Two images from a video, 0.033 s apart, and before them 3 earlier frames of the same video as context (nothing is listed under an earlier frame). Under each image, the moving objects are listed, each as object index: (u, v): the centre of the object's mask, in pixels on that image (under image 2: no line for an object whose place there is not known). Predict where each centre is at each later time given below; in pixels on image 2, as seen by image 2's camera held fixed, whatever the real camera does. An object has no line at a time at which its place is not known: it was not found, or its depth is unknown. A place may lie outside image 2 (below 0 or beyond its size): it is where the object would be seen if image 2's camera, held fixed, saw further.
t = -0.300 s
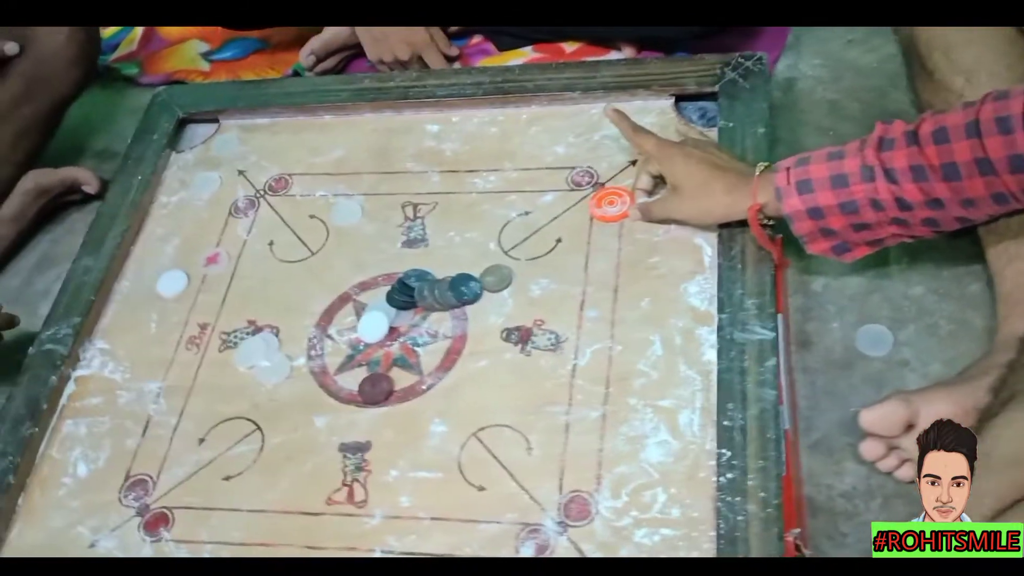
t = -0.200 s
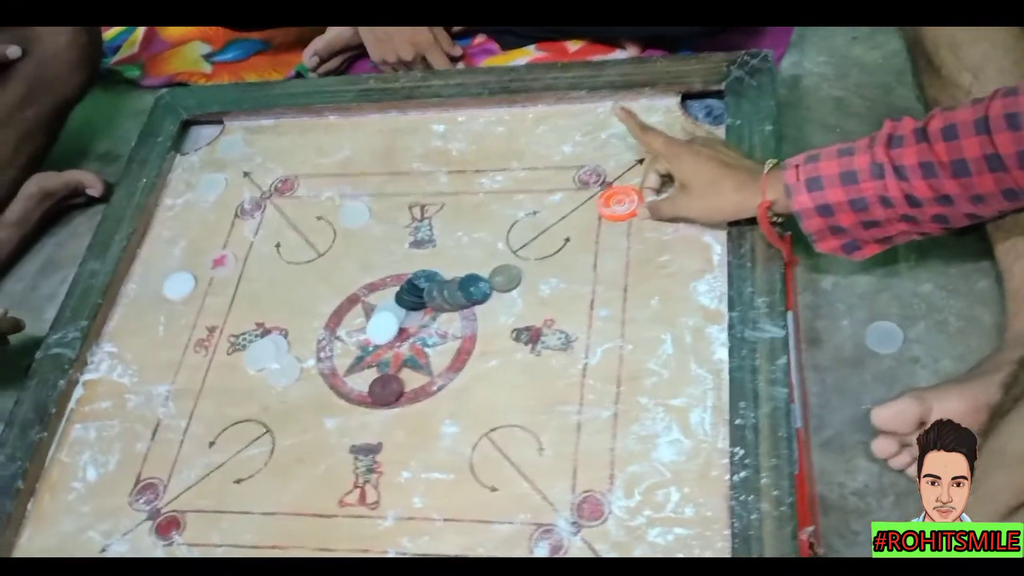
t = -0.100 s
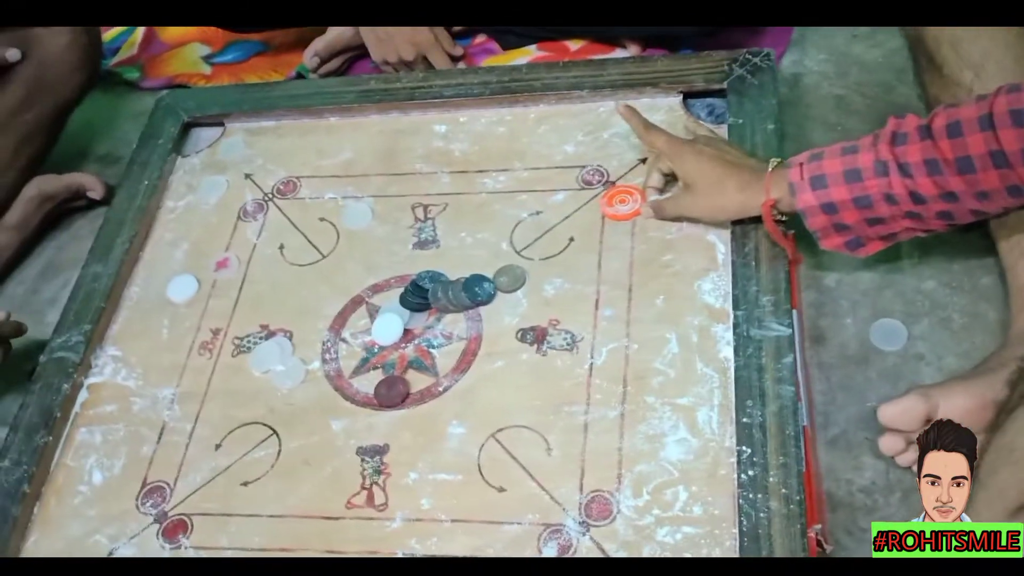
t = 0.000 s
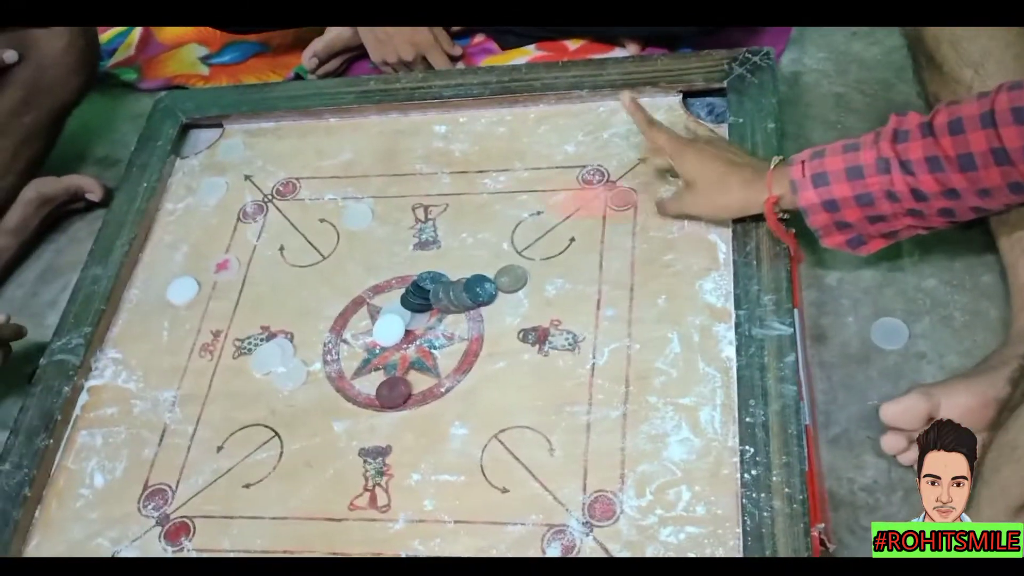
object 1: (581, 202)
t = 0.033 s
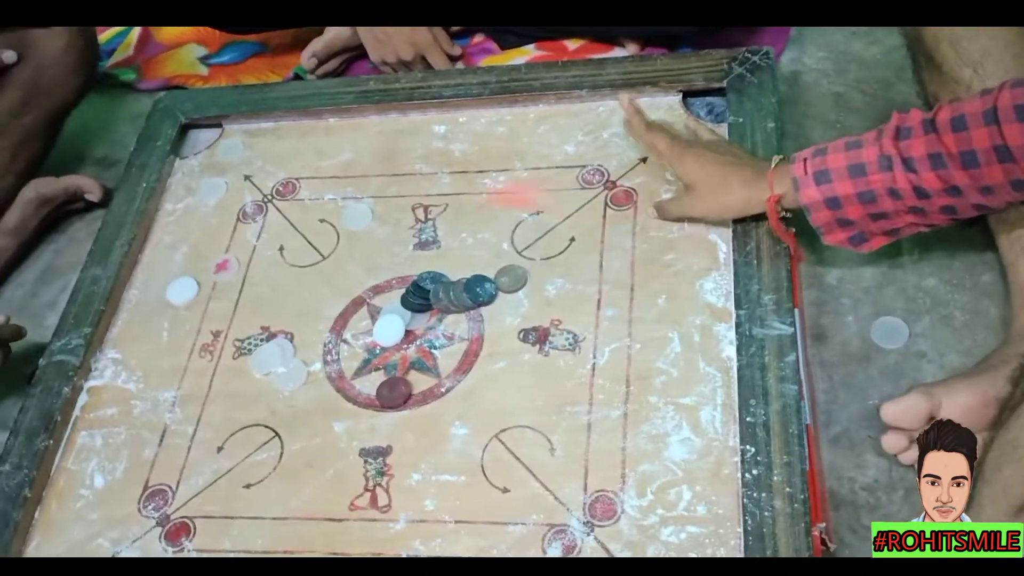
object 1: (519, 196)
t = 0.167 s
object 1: (292, 181)
